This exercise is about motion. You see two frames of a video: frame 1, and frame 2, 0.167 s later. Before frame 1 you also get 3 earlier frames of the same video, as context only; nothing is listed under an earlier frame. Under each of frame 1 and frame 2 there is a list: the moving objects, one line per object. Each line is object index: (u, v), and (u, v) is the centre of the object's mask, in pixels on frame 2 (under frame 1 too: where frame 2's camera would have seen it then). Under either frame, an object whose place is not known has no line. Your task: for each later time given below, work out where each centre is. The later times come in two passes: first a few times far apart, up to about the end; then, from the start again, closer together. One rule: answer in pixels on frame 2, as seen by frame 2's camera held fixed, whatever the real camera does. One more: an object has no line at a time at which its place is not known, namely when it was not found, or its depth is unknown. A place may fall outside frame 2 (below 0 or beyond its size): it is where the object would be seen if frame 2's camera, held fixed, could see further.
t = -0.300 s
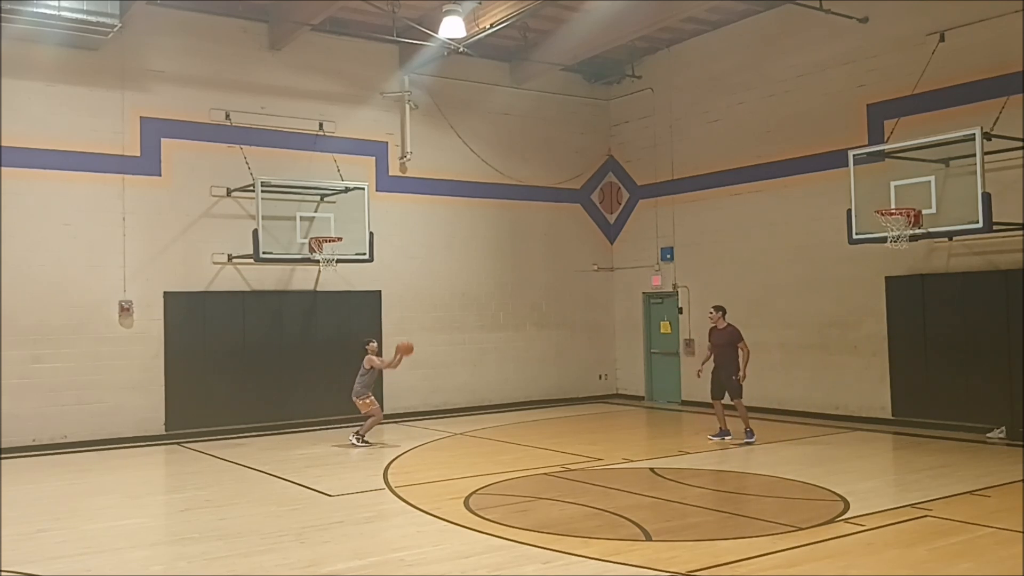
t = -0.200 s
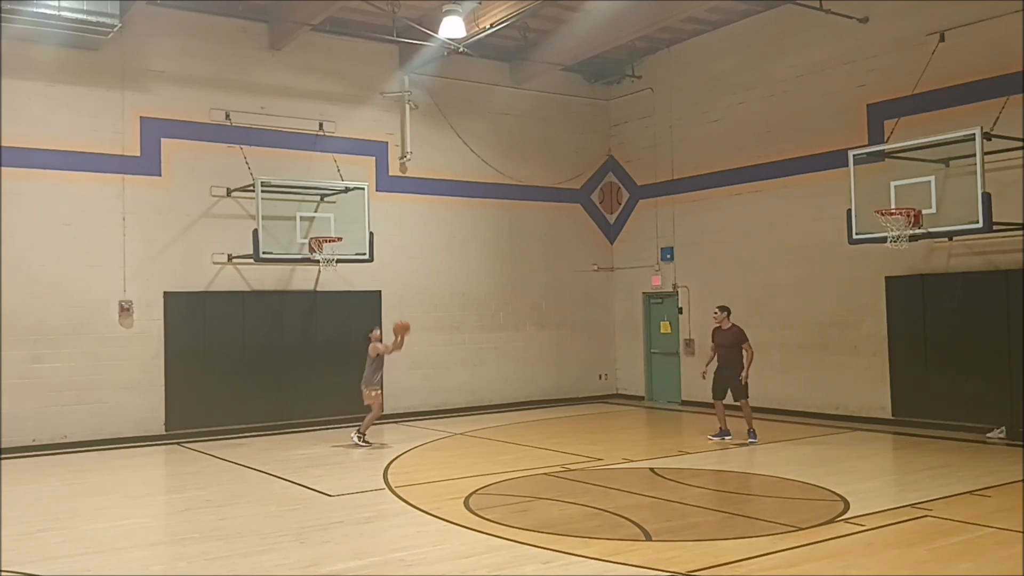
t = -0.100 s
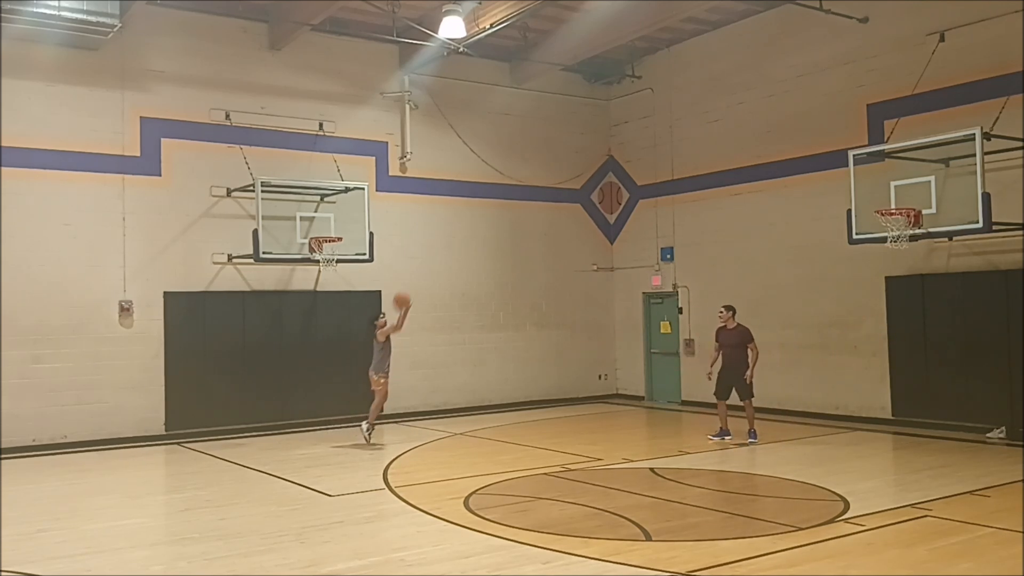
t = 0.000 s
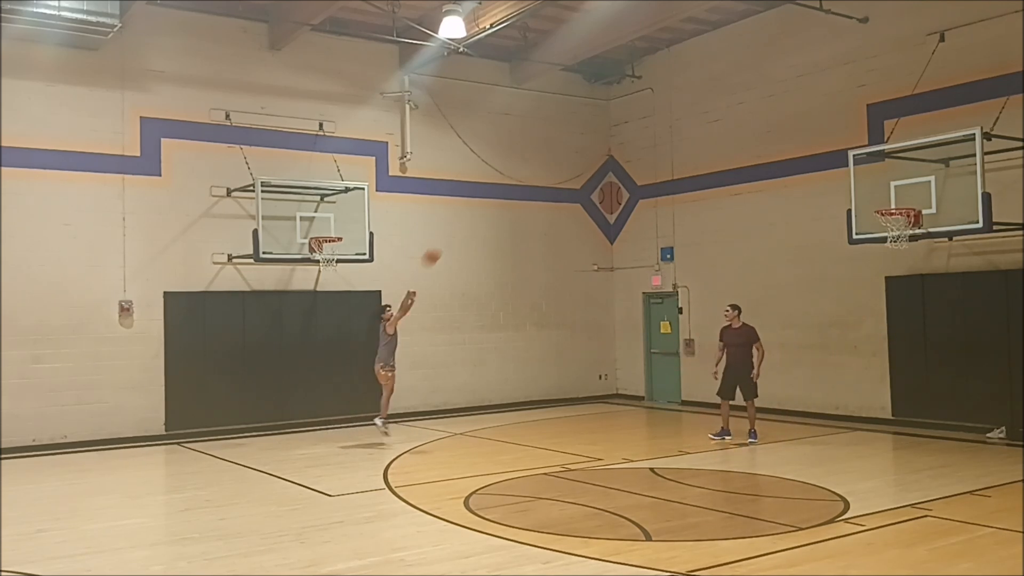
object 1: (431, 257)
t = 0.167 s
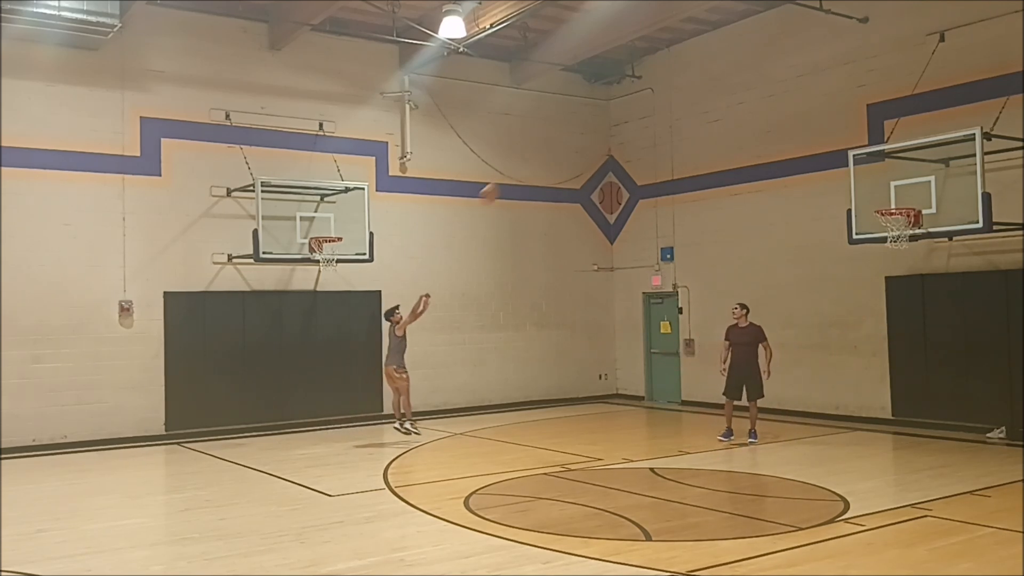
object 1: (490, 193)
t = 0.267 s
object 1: (525, 164)
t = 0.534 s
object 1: (624, 117)
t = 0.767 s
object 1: (718, 116)
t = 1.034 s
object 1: (832, 166)
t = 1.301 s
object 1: (927, 234)
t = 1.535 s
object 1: (961, 277)
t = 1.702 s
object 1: (988, 333)
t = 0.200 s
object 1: (502, 184)
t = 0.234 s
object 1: (513, 173)
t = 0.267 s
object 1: (525, 164)
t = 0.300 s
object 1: (536, 155)
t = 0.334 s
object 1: (547, 146)
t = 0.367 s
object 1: (560, 139)
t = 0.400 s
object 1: (573, 135)
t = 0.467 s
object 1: (599, 125)
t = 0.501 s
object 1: (613, 120)
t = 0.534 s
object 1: (624, 117)
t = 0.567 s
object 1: (638, 114)
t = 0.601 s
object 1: (651, 113)
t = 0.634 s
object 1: (665, 112)
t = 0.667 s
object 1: (677, 112)
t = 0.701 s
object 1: (691, 112)
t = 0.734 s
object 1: (705, 115)
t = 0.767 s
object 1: (718, 116)
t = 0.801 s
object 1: (733, 120)
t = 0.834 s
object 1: (747, 124)
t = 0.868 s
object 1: (760, 128)
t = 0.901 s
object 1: (774, 135)
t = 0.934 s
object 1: (788, 141)
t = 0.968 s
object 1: (802, 149)
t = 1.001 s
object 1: (819, 159)
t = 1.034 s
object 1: (832, 166)
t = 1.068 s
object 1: (847, 177)
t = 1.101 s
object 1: (864, 189)
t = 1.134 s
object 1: (879, 201)
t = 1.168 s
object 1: (890, 211)
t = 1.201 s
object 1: (908, 225)
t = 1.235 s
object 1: (917, 231)
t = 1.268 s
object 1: (922, 233)
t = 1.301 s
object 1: (927, 234)
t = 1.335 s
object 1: (931, 238)
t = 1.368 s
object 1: (936, 241)
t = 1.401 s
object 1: (941, 247)
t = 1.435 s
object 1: (947, 253)
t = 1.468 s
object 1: (952, 260)
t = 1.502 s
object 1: (957, 268)
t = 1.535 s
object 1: (961, 277)
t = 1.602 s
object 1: (972, 296)
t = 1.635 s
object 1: (977, 307)
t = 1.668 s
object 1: (983, 320)
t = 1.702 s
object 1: (988, 333)
